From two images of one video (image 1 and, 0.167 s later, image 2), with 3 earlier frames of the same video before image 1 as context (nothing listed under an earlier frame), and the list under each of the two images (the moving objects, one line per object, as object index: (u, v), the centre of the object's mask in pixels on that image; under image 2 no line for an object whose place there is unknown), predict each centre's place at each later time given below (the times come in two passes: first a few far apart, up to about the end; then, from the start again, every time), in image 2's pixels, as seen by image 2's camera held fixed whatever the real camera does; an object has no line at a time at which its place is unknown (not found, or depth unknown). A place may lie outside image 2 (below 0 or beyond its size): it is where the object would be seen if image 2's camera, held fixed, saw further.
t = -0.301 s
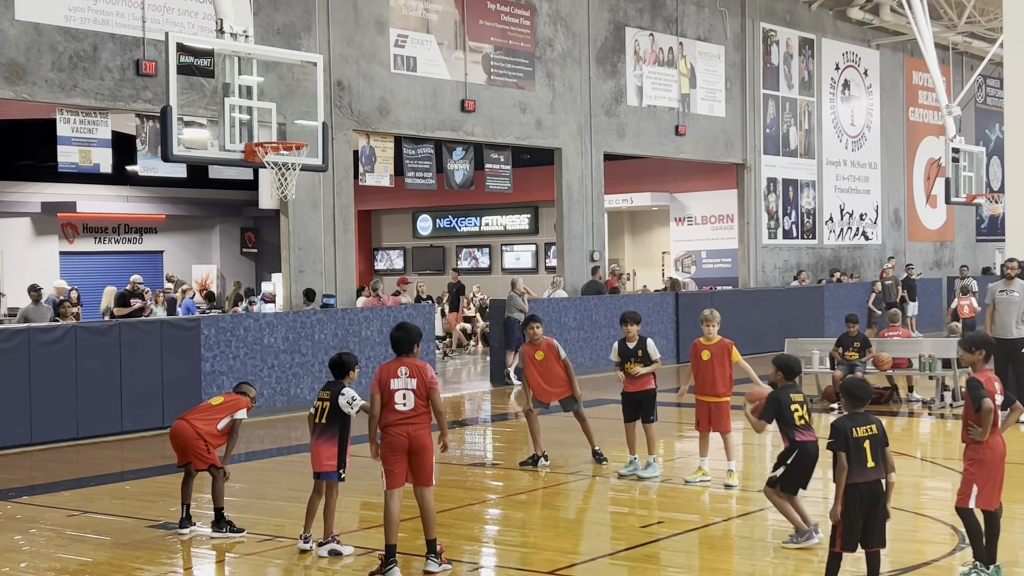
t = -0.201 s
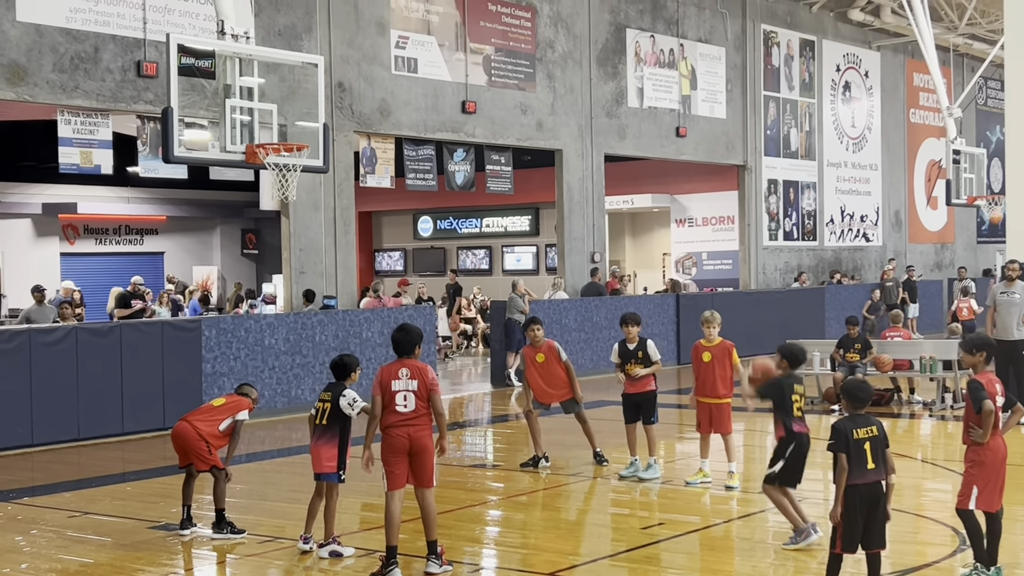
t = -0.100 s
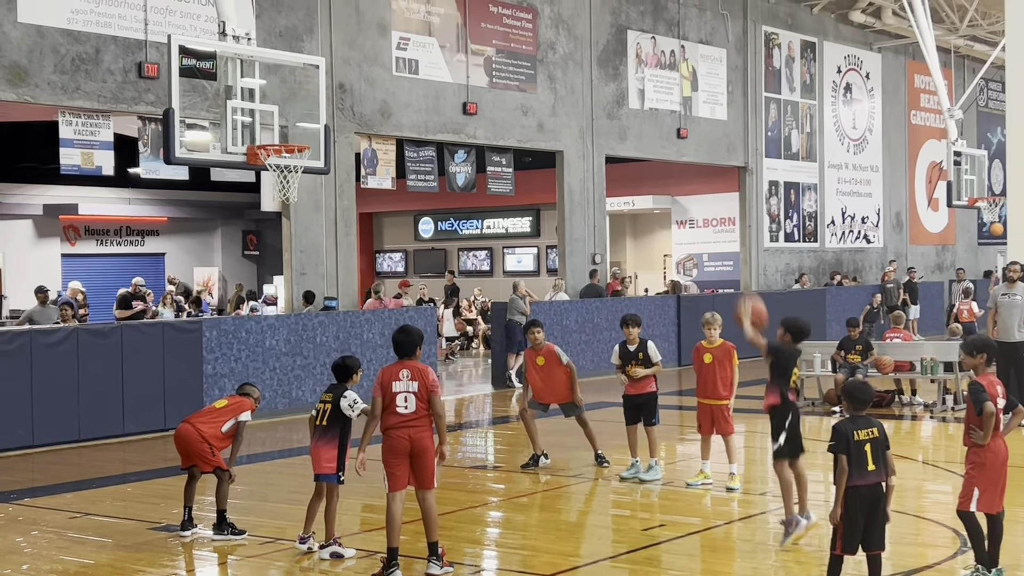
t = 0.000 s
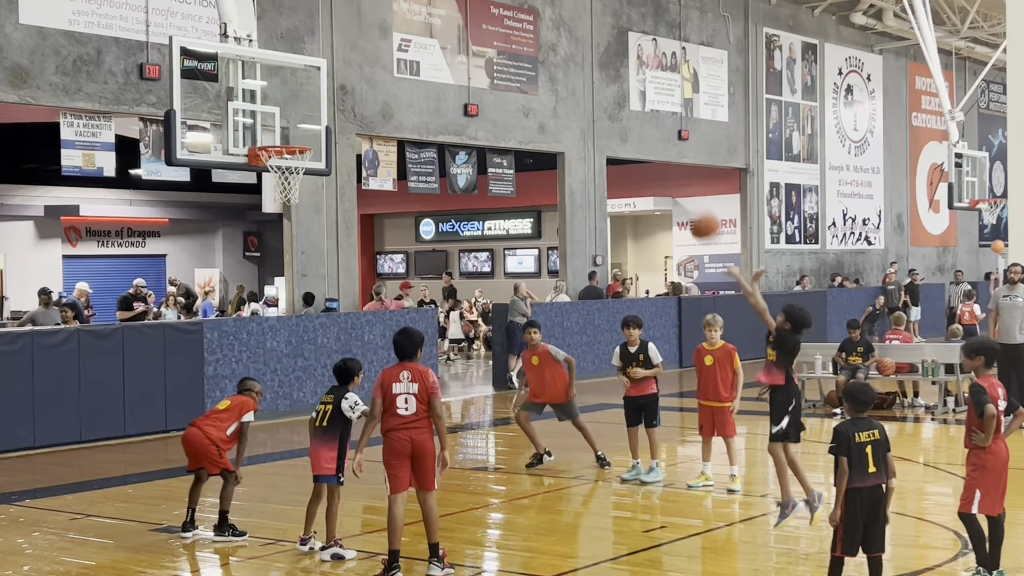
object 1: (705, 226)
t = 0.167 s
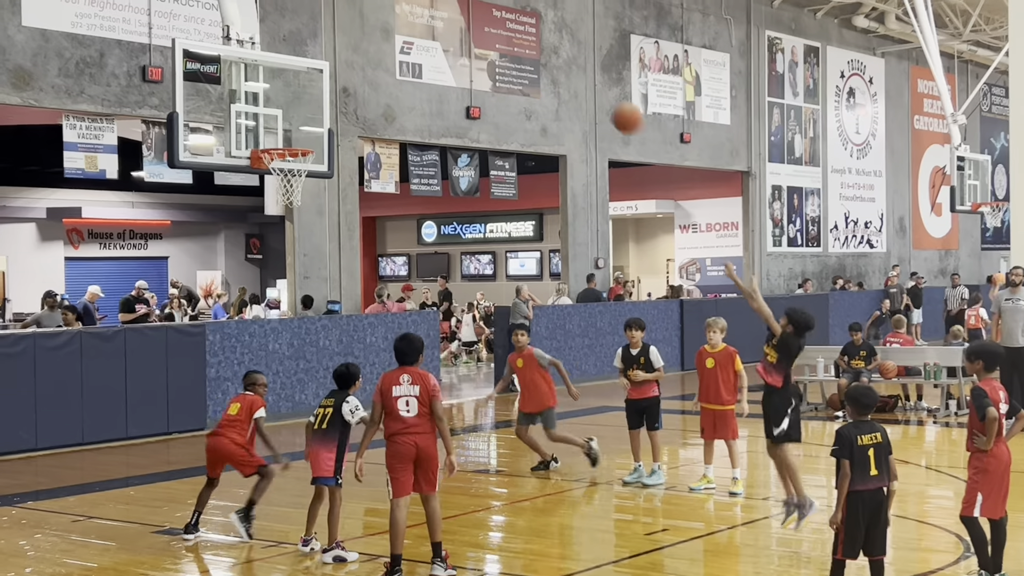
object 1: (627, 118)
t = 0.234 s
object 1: (599, 86)
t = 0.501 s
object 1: (493, 20)
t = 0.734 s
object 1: (411, 37)
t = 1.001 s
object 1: (332, 124)
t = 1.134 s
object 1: (354, 133)
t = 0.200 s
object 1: (614, 102)
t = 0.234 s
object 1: (599, 86)
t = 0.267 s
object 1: (584, 72)
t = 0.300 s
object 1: (570, 61)
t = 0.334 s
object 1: (557, 50)
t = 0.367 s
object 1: (544, 41)
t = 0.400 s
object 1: (530, 35)
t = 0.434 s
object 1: (517, 28)
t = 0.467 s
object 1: (504, 23)
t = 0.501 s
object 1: (493, 20)
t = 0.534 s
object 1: (480, 19)
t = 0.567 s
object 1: (469, 19)
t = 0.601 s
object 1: (457, 20)
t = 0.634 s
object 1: (445, 22)
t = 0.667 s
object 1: (433, 27)
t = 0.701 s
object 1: (423, 31)
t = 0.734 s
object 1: (411, 37)
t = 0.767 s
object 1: (400, 44)
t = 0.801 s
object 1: (390, 53)
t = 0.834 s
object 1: (380, 62)
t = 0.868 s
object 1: (370, 73)
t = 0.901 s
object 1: (361, 84)
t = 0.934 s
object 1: (351, 97)
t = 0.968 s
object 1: (341, 110)
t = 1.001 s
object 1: (332, 124)
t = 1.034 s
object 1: (322, 141)
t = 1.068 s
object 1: (329, 140)
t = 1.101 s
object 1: (342, 136)
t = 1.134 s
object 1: (354, 133)
